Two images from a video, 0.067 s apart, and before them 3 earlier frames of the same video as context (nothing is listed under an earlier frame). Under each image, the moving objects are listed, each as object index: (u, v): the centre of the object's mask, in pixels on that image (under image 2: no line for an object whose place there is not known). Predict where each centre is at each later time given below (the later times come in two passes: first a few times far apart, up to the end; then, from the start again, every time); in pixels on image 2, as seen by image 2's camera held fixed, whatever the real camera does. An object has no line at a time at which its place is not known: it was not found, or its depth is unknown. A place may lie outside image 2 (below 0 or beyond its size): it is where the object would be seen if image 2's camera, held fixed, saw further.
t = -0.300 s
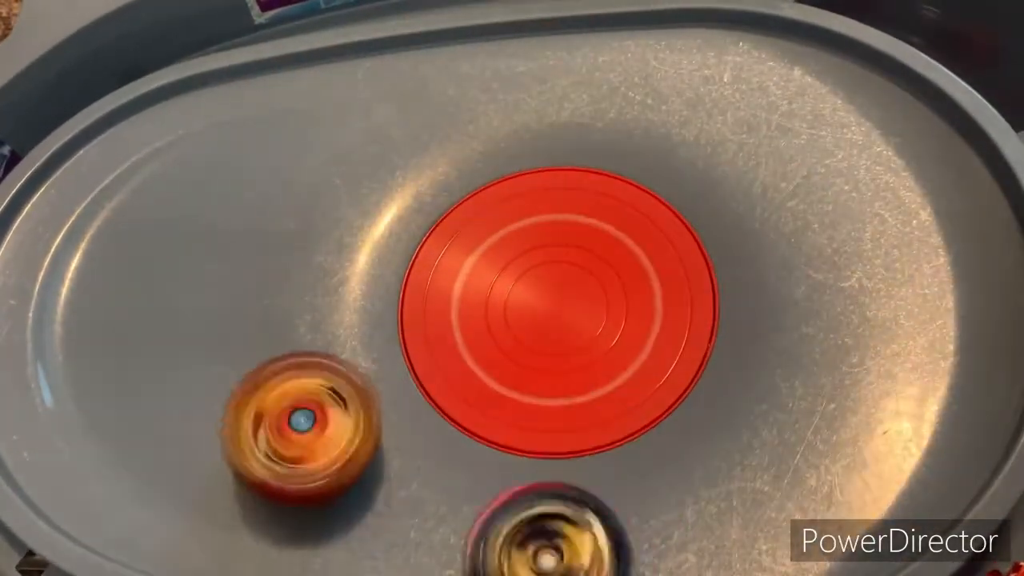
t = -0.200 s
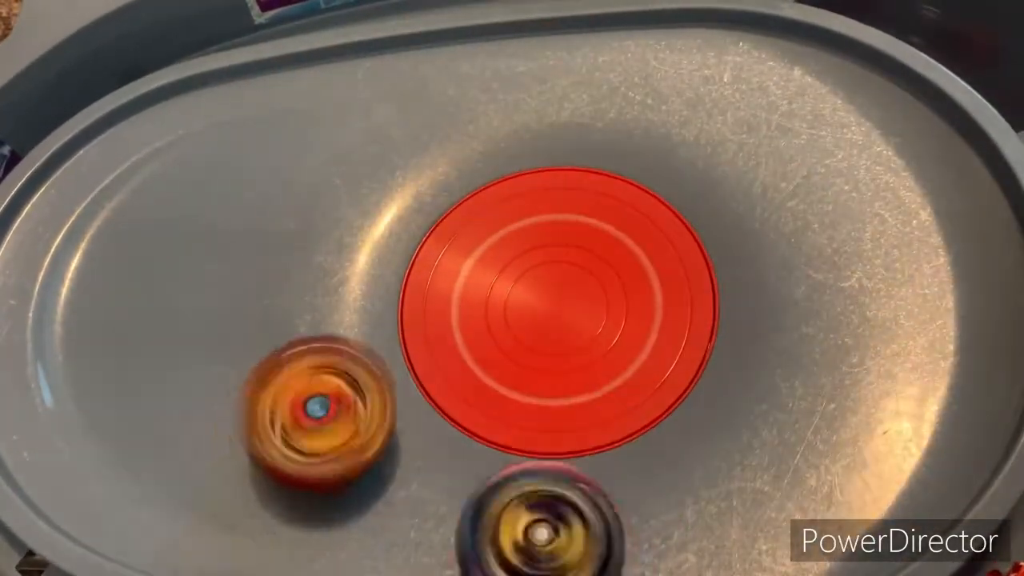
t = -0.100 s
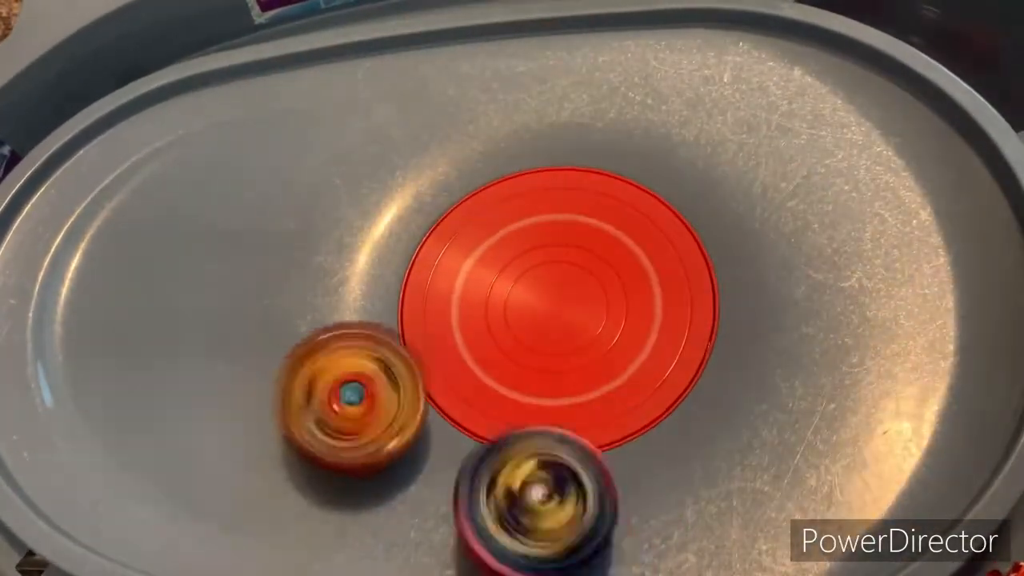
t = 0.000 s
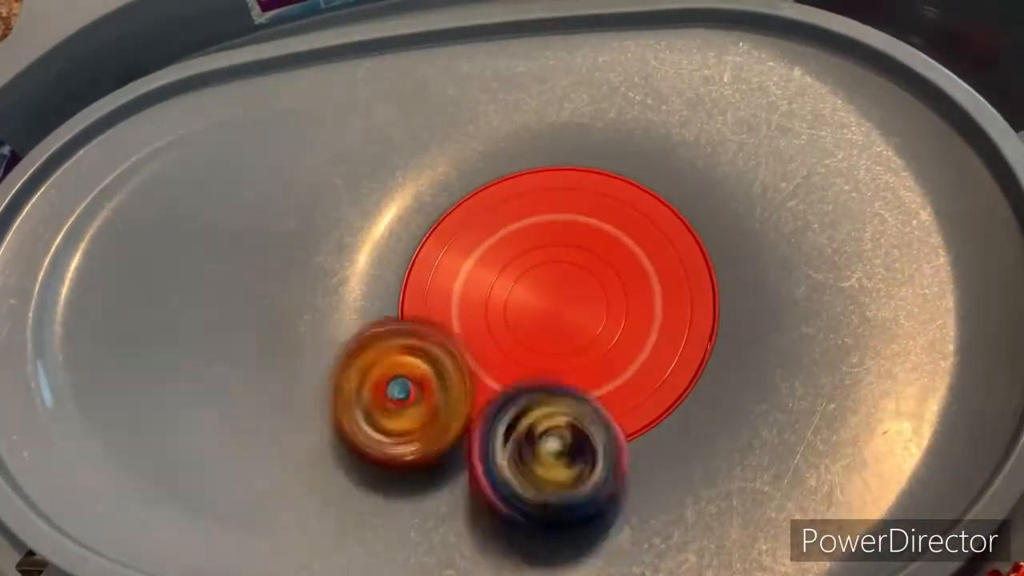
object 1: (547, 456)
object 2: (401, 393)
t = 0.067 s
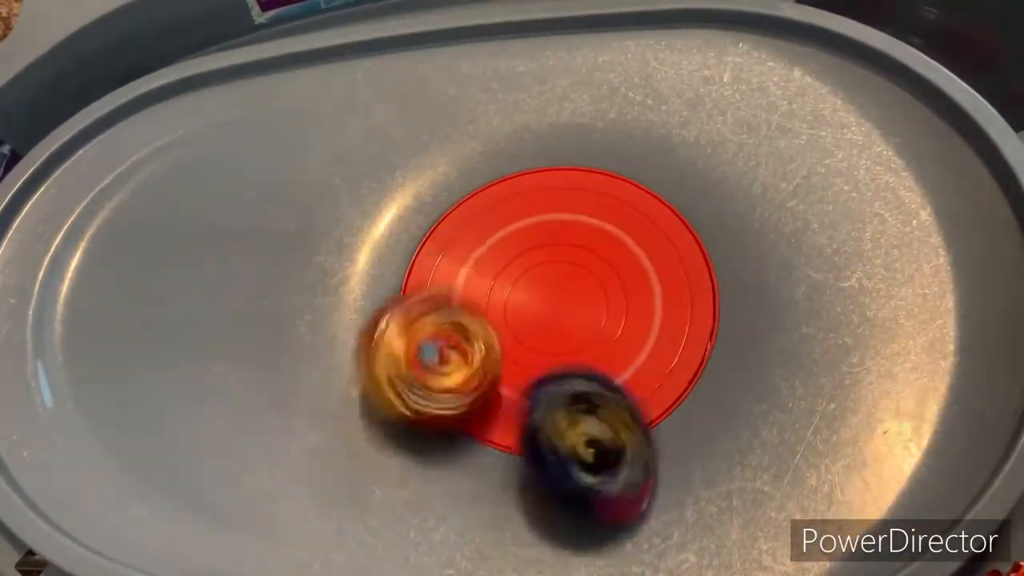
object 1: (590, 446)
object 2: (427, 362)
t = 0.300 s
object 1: (659, 352)
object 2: (527, 66)
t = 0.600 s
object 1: (397, 242)
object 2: (610, 49)
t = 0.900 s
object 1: (512, 207)
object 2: (616, 237)
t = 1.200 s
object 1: (734, 317)
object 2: (608, 550)
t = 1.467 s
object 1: (477, 361)
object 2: (532, 485)
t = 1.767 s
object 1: (230, 193)
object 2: (441, 264)
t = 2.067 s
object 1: (226, 187)
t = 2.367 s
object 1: (242, 238)
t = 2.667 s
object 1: (228, 252)
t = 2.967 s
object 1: (257, 231)
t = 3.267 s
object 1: (263, 227)
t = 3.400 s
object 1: (262, 236)
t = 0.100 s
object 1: (611, 439)
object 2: (424, 325)
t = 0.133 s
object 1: (640, 430)
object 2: (431, 271)
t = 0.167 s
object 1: (656, 417)
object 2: (441, 215)
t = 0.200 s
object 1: (667, 403)
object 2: (457, 167)
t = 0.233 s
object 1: (670, 389)
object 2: (481, 124)
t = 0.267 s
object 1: (667, 367)
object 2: (501, 94)
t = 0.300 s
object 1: (659, 352)
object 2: (527, 66)
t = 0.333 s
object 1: (640, 338)
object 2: (548, 51)
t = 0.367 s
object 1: (616, 328)
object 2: (565, 46)
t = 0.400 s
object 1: (587, 322)
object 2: (578, 40)
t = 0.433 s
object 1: (558, 327)
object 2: (586, 37)
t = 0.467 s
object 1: (519, 330)
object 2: (598, 37)
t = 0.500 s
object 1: (482, 318)
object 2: (603, 40)
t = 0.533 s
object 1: (444, 303)
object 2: (606, 42)
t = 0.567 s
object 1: (416, 274)
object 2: (608, 46)
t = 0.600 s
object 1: (397, 242)
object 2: (610, 49)
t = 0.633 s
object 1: (386, 214)
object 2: (613, 55)
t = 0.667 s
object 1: (391, 193)
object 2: (615, 68)
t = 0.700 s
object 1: (396, 182)
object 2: (615, 82)
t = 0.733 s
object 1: (409, 178)
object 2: (614, 100)
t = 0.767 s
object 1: (429, 188)
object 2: (613, 118)
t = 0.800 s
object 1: (443, 200)
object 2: (607, 150)
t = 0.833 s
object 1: (457, 210)
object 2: (605, 175)
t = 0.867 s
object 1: (480, 209)
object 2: (605, 203)
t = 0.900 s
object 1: (512, 207)
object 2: (616, 237)
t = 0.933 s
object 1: (538, 206)
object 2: (637, 288)
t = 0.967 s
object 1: (578, 197)
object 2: (656, 340)
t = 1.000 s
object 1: (624, 203)
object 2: (661, 399)
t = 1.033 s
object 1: (676, 212)
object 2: (651, 456)
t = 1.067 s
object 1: (715, 230)
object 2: (639, 496)
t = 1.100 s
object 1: (739, 259)
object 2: (633, 517)
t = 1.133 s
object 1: (745, 289)
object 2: (623, 540)
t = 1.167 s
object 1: (735, 308)
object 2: (607, 547)
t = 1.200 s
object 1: (734, 317)
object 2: (608, 550)
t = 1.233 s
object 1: (724, 326)
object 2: (594, 550)
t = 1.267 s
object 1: (710, 330)
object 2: (583, 544)
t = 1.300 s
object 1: (691, 339)
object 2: (580, 534)
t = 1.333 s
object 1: (670, 344)
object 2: (572, 527)
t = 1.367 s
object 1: (636, 352)
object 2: (566, 518)
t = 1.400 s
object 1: (591, 359)
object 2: (557, 506)
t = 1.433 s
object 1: (540, 358)
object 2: (544, 497)
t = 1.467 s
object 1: (477, 361)
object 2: (532, 485)
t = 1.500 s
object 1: (407, 342)
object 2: (522, 471)
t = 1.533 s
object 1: (359, 303)
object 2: (515, 452)
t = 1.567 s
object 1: (326, 279)
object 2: (511, 431)
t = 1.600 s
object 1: (299, 254)
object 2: (508, 410)
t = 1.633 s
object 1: (276, 233)
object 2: (501, 385)
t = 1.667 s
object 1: (259, 219)
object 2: (492, 362)
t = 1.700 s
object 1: (247, 209)
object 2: (482, 330)
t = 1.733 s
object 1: (238, 201)
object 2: (456, 302)
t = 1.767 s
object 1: (230, 193)
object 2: (441, 264)
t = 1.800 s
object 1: (226, 191)
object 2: (427, 219)
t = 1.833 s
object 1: (222, 189)
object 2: (428, 172)
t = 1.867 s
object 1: (220, 186)
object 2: (434, 142)
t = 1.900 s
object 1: (218, 184)
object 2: (440, 118)
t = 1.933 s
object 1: (217, 184)
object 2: (445, 104)
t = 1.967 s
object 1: (218, 184)
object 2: (447, 96)
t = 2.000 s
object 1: (220, 185)
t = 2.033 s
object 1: (223, 186)
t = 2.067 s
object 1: (226, 187)
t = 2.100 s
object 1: (231, 189)
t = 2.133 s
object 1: (234, 189)
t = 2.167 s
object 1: (238, 193)
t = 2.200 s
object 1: (240, 198)
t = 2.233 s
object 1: (241, 204)
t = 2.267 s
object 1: (243, 215)
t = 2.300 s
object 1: (243, 224)
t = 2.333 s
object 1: (244, 232)
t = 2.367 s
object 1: (242, 238)
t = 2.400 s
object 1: (241, 244)
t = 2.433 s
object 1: (238, 248)
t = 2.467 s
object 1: (234, 250)
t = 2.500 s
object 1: (232, 251)
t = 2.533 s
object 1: (230, 251)
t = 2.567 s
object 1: (229, 252)
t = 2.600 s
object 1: (227, 252)
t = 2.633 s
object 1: (227, 253)
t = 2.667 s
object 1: (228, 252)
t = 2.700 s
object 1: (230, 251)
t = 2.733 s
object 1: (231, 251)
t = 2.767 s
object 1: (234, 250)
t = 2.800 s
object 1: (237, 249)
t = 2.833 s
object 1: (242, 247)
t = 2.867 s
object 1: (245, 244)
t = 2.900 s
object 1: (249, 240)
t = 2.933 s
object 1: (253, 236)
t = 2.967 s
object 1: (257, 231)
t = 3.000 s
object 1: (260, 224)
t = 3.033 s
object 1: (263, 217)
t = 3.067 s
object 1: (263, 211)
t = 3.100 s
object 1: (263, 208)
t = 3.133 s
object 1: (264, 208)
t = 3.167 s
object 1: (264, 209)
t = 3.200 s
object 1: (264, 214)
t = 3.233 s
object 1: (264, 221)
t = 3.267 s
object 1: (263, 227)
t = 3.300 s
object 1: (263, 231)
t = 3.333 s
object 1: (263, 234)
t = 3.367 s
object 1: (262, 236)
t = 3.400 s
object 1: (262, 236)
